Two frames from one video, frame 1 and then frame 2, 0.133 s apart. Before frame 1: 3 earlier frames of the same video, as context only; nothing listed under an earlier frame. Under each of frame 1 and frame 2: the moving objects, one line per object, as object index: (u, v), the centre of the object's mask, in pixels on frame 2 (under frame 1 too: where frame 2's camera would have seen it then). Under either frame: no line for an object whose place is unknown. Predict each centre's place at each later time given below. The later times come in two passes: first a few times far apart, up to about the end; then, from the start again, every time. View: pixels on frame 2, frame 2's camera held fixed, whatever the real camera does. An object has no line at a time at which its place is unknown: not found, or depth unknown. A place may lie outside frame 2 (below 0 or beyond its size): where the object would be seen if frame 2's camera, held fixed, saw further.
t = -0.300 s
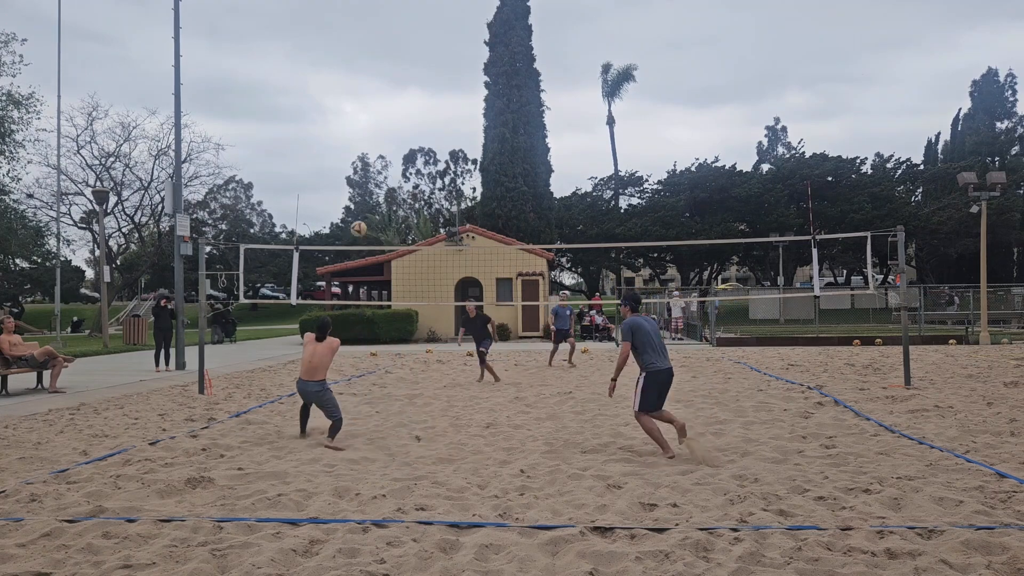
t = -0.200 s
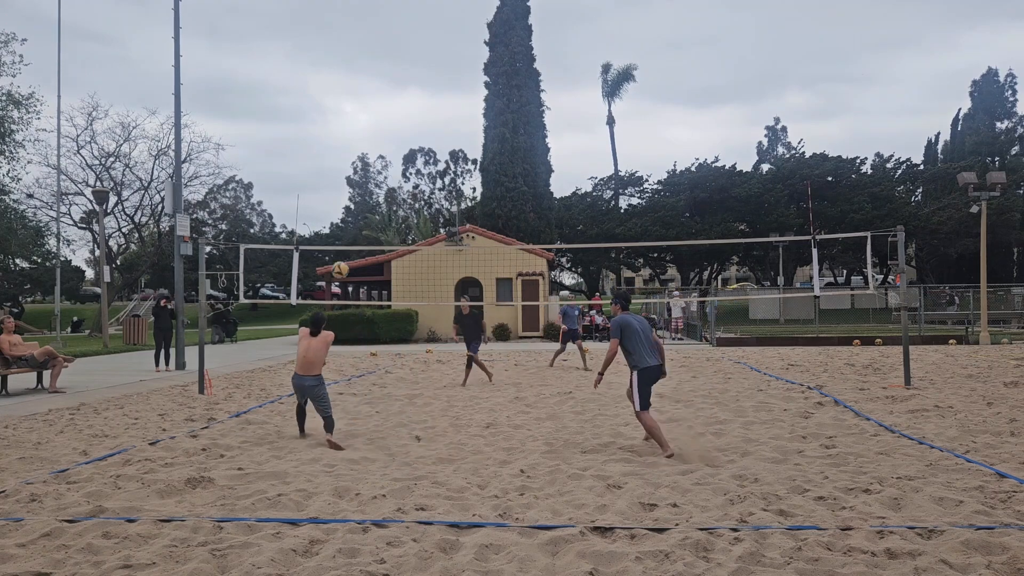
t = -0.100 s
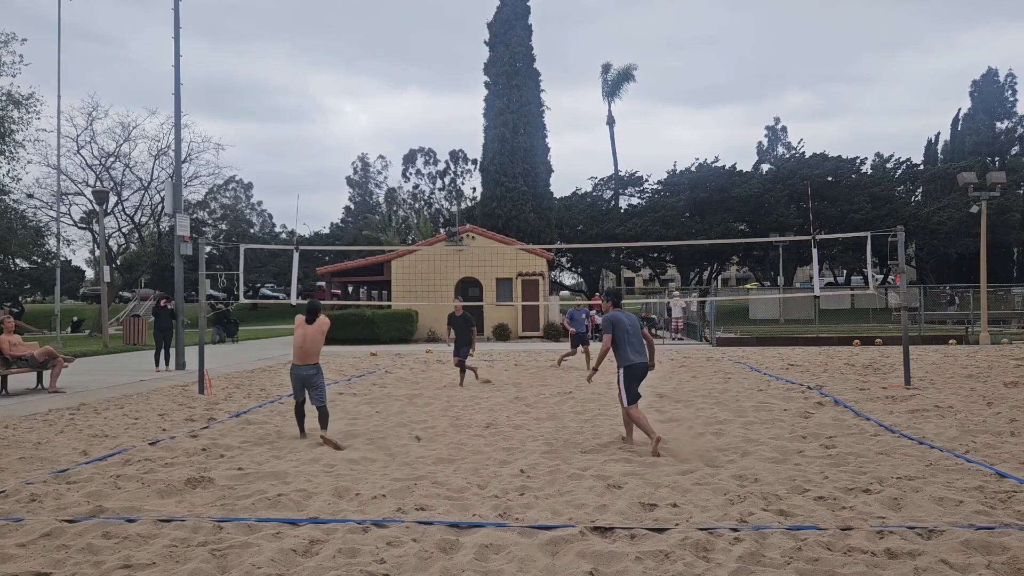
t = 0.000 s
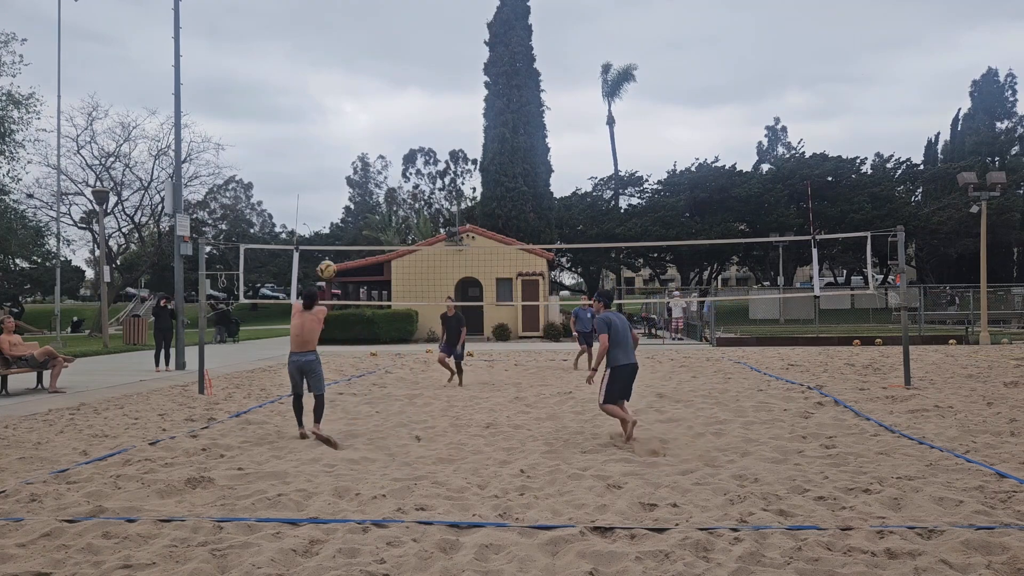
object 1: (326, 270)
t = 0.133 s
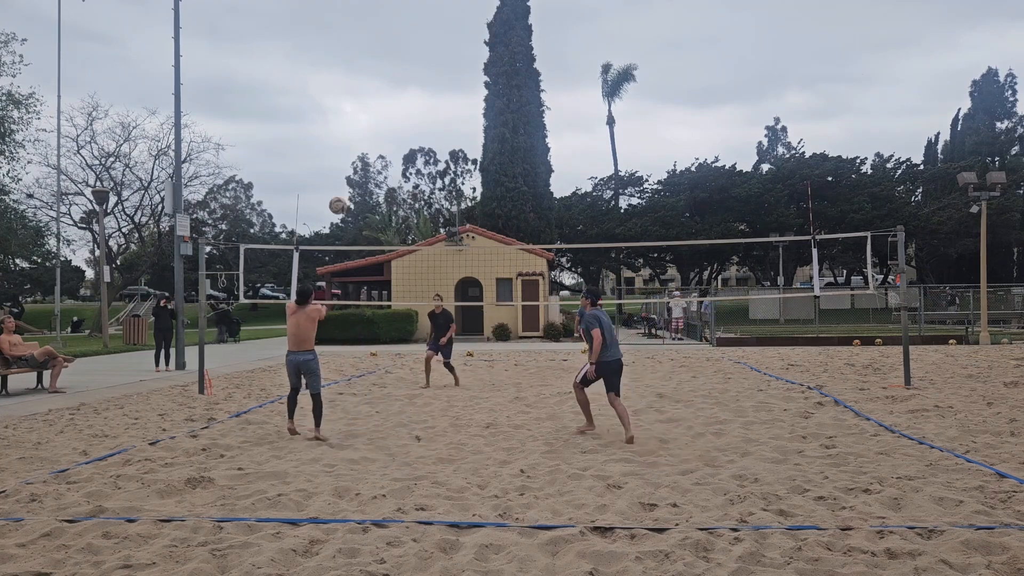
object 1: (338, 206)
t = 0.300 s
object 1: (351, 146)
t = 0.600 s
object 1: (376, 97)
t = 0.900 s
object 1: (401, 120)
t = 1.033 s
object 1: (411, 154)
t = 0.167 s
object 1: (340, 192)
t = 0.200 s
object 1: (343, 179)
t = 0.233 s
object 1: (345, 167)
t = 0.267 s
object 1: (349, 156)
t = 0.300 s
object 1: (351, 146)
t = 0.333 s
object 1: (354, 137)
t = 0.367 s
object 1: (357, 129)
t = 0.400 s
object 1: (359, 122)
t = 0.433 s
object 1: (362, 116)
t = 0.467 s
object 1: (365, 110)
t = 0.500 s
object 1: (368, 106)
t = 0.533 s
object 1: (371, 102)
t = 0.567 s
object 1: (373, 99)
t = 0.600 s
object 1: (376, 97)
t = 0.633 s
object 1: (379, 96)
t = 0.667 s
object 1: (382, 96)
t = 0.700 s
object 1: (384, 97)
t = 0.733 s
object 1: (387, 99)
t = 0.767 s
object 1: (390, 101)
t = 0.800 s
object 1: (393, 105)
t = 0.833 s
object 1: (395, 109)
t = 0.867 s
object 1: (398, 114)
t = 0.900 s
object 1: (401, 120)
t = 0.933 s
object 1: (404, 127)
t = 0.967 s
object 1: (407, 135)
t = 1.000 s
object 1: (410, 143)
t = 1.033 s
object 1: (411, 154)
